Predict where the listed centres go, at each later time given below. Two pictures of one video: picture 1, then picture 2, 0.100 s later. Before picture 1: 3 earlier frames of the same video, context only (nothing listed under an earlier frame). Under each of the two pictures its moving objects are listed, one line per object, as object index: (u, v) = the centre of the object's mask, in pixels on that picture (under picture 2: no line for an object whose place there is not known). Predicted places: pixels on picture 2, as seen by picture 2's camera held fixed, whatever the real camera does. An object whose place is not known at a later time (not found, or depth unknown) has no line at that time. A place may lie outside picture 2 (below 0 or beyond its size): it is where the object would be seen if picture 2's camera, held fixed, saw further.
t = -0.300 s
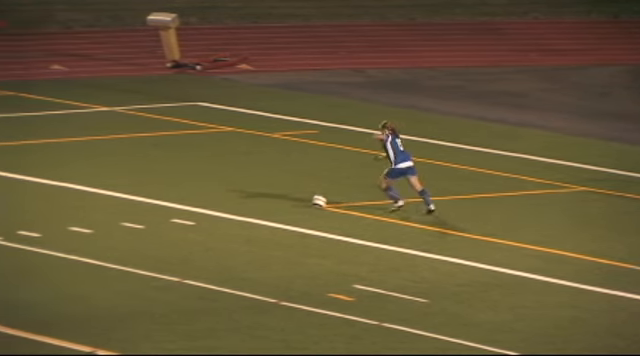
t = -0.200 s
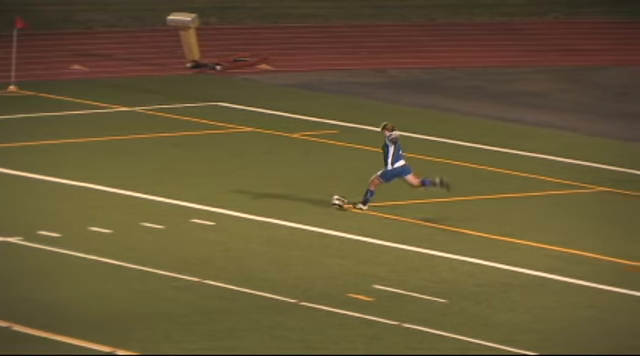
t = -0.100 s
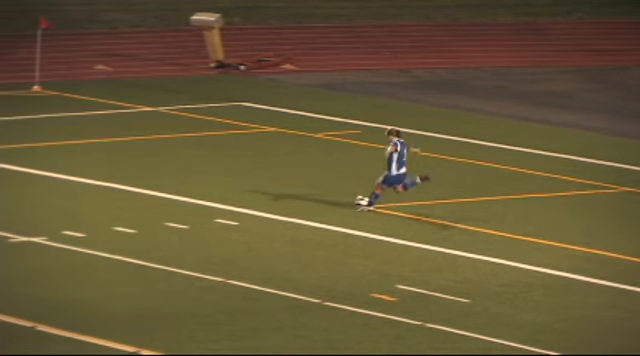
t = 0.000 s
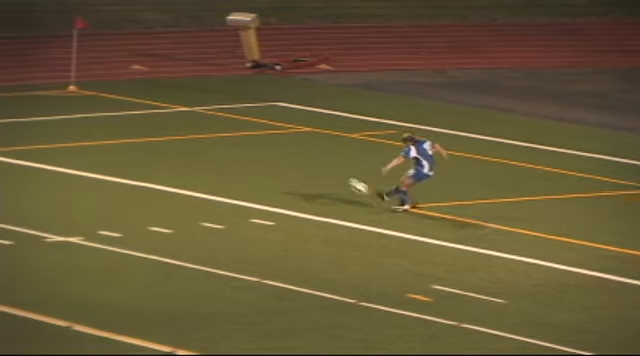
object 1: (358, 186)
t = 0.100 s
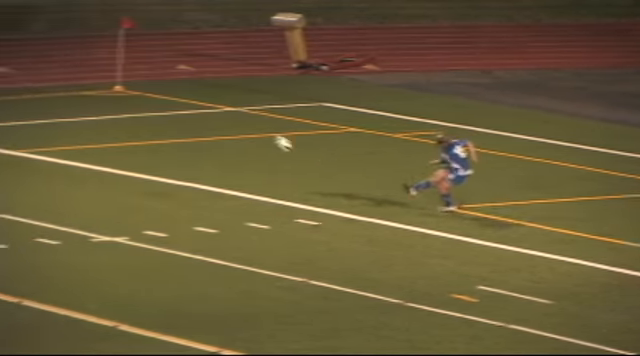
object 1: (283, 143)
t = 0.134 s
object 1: (244, 130)
